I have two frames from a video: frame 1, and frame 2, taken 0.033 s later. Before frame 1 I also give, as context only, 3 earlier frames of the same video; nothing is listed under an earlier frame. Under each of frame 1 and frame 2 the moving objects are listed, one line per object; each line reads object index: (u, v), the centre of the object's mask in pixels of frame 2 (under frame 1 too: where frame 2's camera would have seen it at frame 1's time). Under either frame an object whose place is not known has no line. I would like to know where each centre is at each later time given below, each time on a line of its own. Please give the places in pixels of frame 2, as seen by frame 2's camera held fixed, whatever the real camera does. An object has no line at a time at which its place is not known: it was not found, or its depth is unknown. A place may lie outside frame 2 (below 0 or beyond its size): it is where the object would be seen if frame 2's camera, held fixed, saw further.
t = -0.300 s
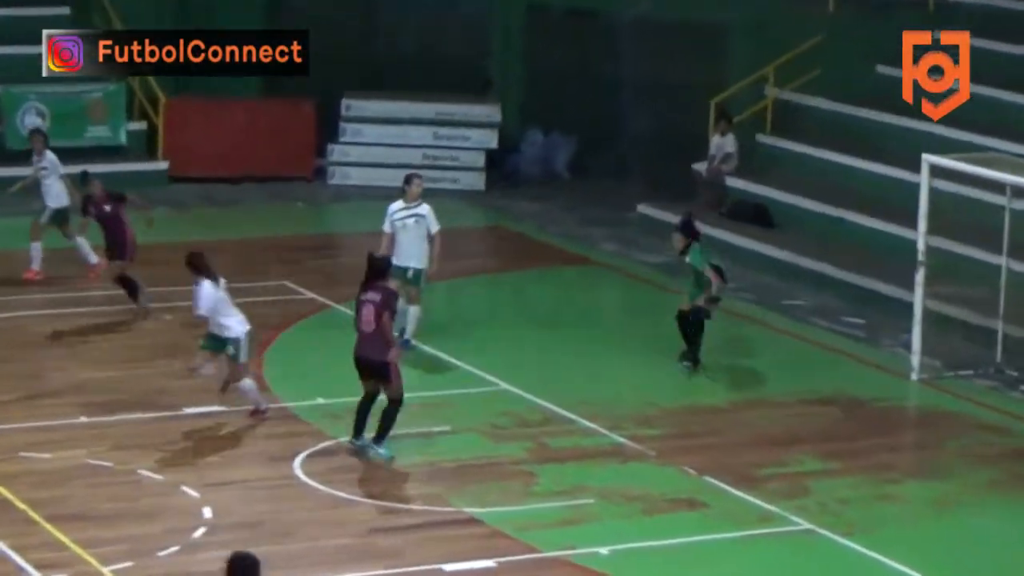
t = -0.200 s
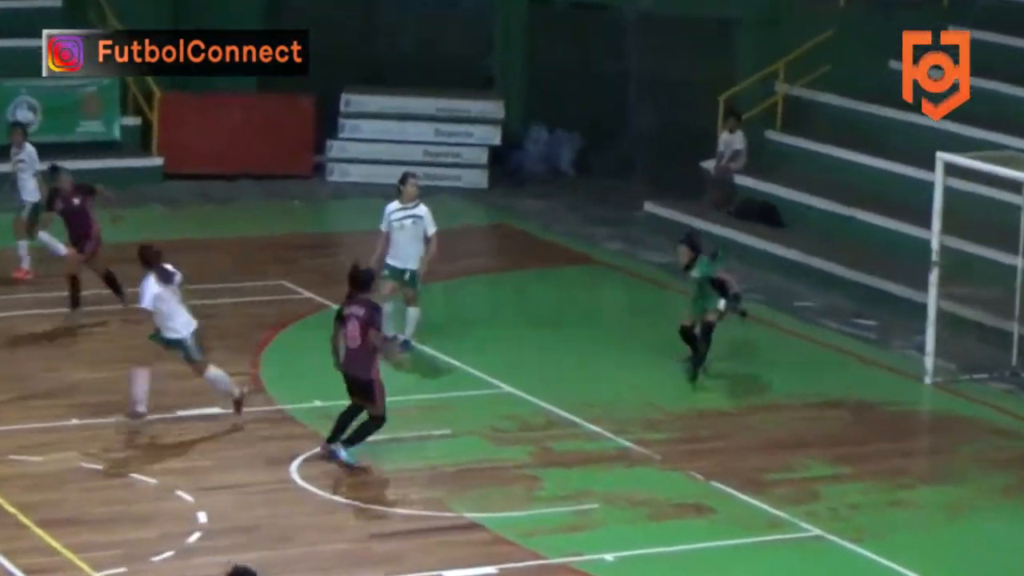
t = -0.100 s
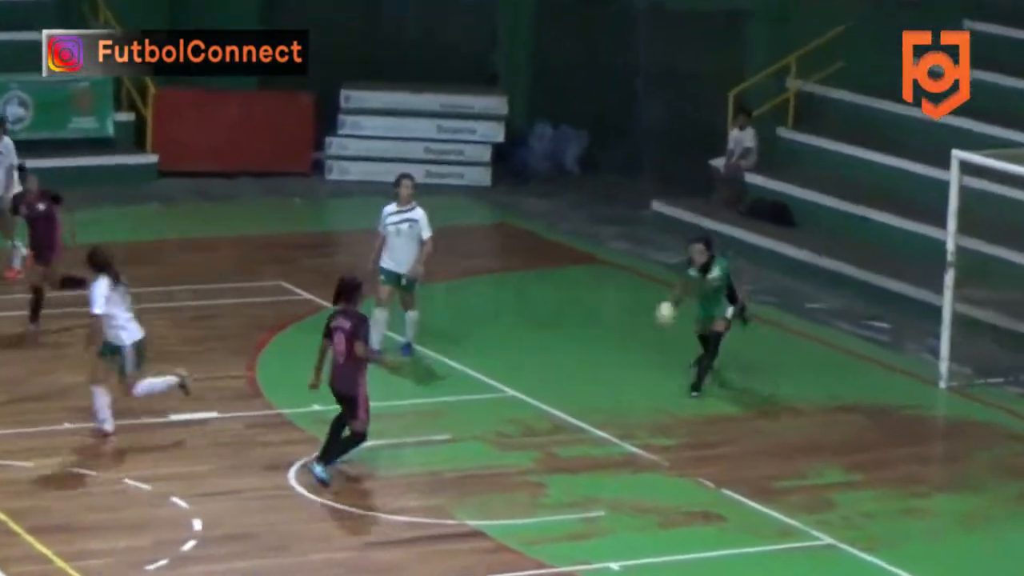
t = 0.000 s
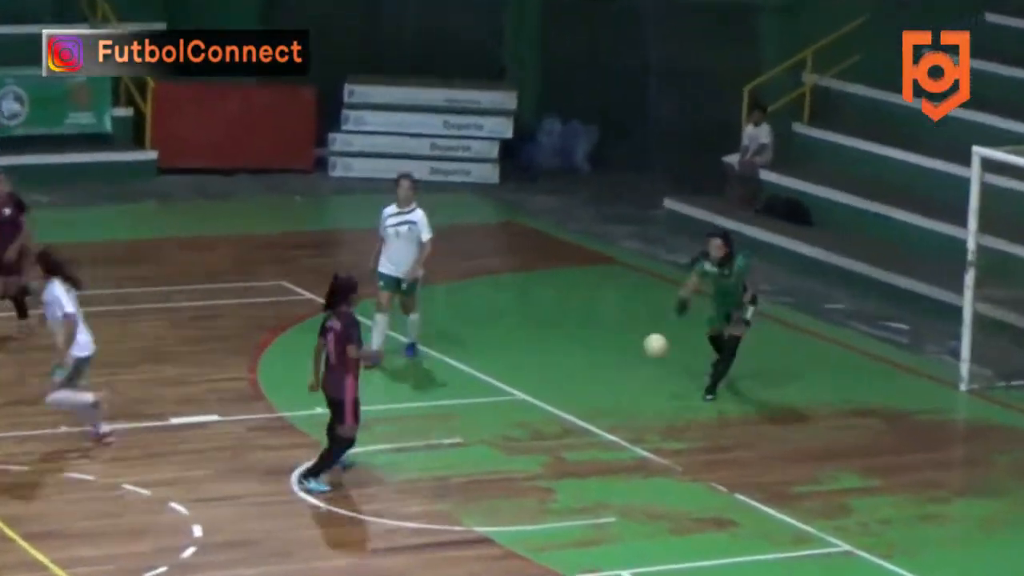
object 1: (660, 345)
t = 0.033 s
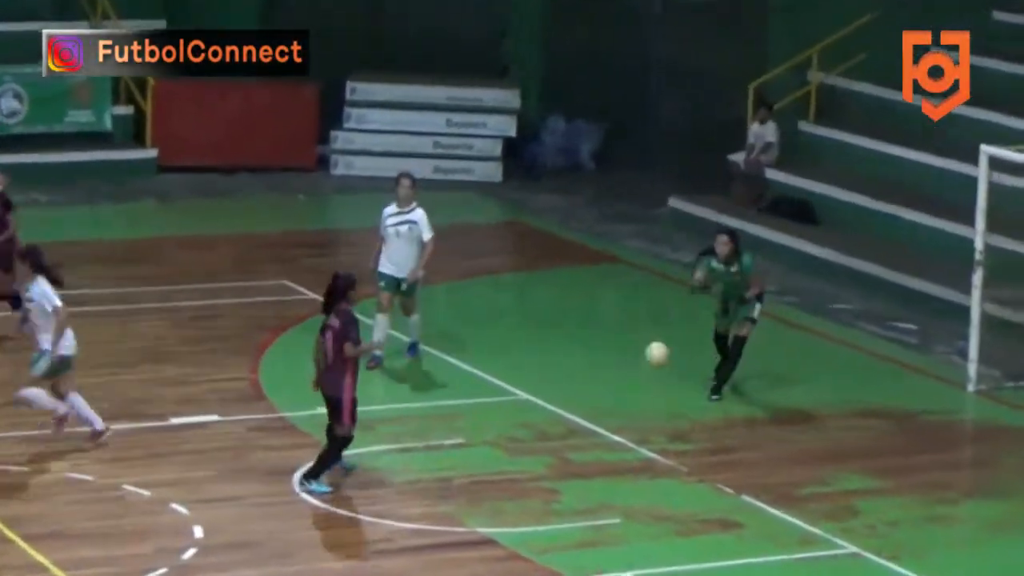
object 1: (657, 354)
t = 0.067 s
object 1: (655, 364)
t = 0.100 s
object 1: (651, 377)
